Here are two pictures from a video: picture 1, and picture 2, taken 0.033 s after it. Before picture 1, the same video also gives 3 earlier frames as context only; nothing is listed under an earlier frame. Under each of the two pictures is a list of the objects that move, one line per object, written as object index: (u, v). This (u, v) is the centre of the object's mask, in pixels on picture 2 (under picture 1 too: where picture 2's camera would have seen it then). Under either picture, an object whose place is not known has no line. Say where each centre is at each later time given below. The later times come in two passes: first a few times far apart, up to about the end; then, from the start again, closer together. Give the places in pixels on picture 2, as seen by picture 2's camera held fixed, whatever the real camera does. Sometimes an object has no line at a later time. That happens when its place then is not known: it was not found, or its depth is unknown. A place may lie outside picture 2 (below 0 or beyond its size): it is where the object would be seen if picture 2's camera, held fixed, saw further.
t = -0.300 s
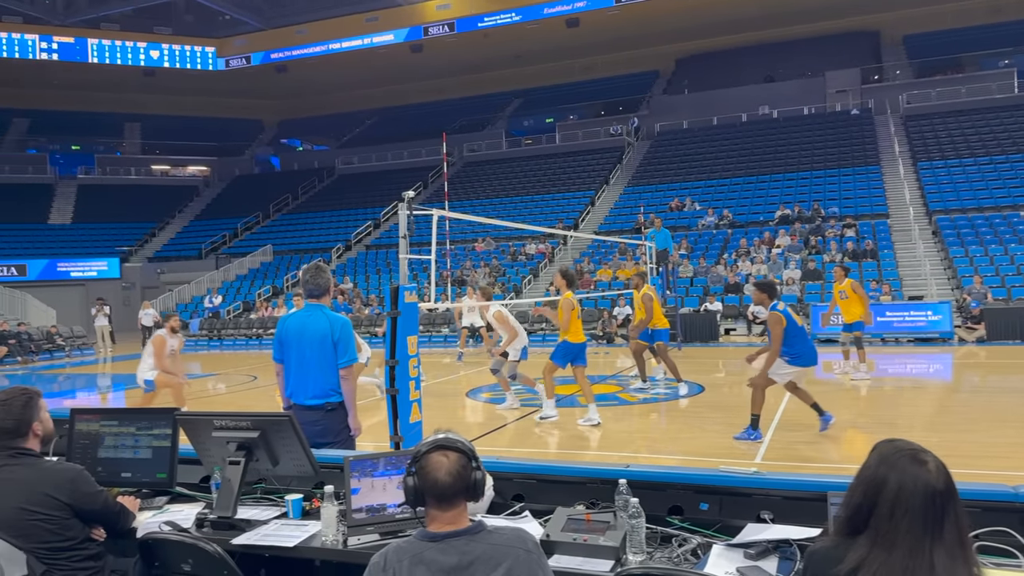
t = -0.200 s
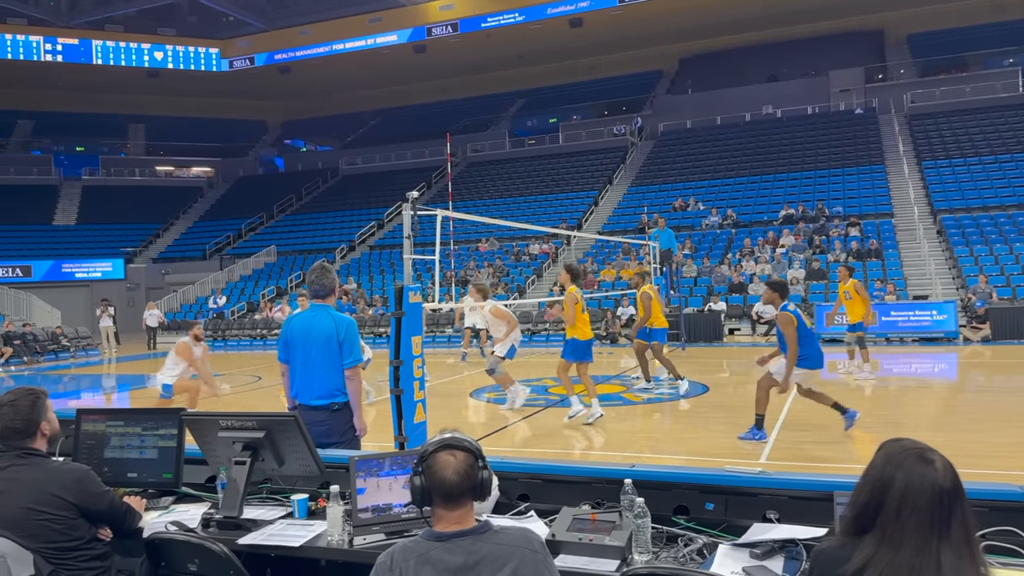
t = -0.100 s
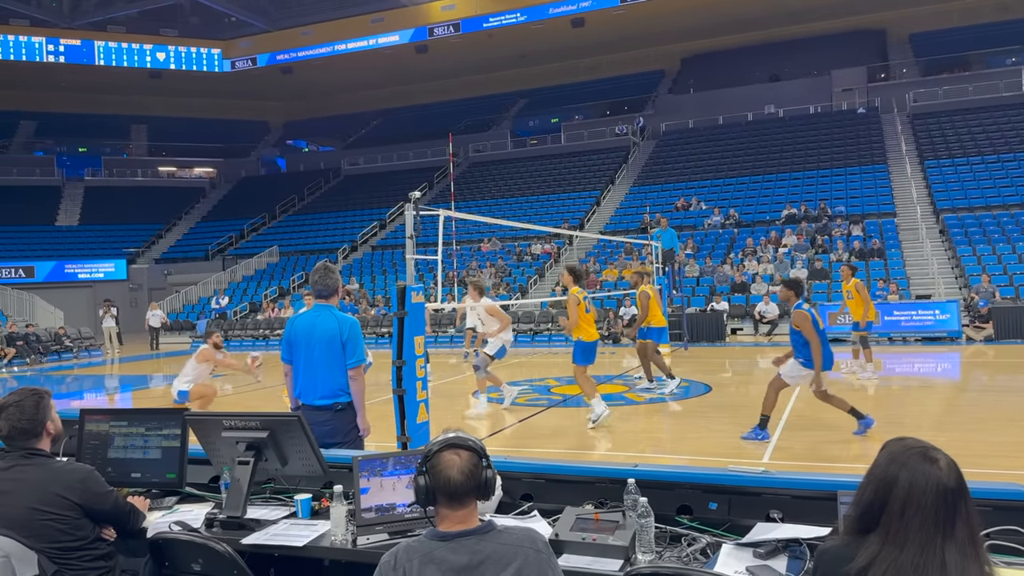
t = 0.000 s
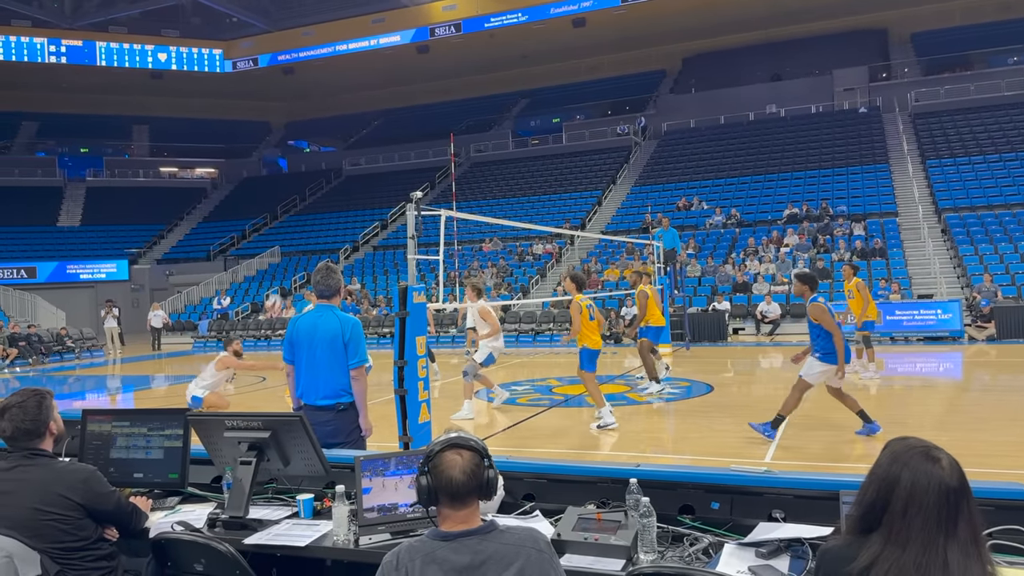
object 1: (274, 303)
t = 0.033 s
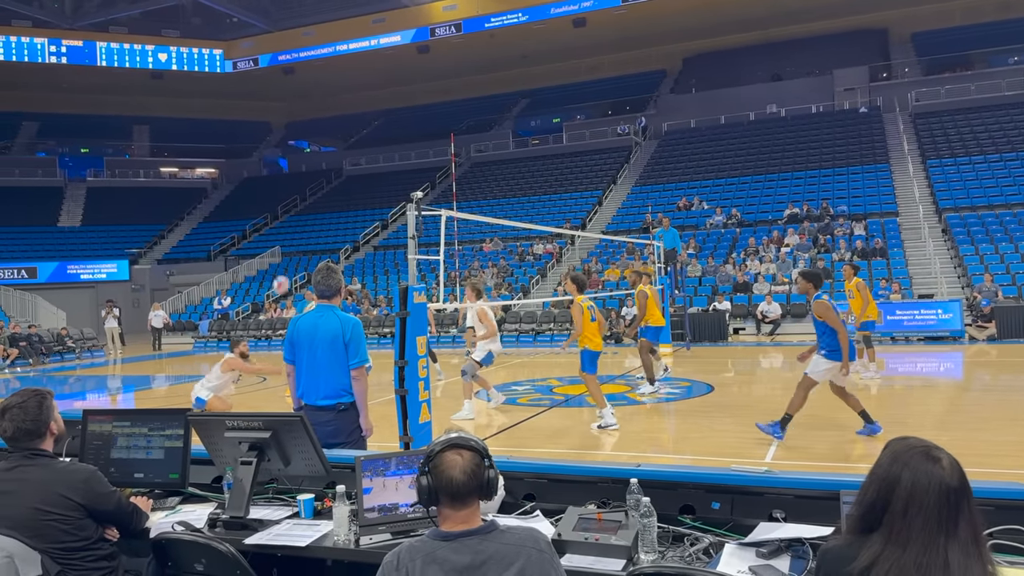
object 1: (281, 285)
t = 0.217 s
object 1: (311, 203)
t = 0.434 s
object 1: (343, 144)
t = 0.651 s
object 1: (371, 122)
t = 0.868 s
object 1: (398, 132)
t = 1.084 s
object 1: (425, 170)
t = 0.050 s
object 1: (284, 276)
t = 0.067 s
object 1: (286, 267)
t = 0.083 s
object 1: (290, 259)
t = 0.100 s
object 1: (292, 252)
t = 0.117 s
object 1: (295, 244)
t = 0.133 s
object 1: (298, 237)
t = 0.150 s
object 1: (301, 229)
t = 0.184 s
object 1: (306, 216)
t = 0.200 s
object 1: (309, 210)
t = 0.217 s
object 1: (311, 203)
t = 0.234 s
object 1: (314, 197)
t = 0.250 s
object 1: (316, 192)
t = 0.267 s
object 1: (319, 186)
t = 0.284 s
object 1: (321, 181)
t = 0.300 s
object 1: (324, 176)
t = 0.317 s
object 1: (326, 171)
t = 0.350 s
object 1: (331, 163)
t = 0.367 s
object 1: (334, 159)
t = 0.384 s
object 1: (336, 155)
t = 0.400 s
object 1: (338, 151)
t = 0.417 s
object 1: (341, 148)
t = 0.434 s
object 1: (343, 144)
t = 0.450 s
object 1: (345, 142)
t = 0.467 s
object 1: (347, 139)
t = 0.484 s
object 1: (349, 137)
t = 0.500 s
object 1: (352, 134)
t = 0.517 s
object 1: (354, 132)
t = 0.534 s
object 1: (356, 130)
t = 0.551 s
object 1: (358, 129)
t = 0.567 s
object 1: (360, 127)
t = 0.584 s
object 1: (363, 126)
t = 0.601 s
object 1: (365, 124)
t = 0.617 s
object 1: (367, 124)
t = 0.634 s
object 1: (369, 123)
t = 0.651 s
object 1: (371, 122)
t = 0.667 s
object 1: (373, 122)
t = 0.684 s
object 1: (375, 122)
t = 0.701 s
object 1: (377, 122)
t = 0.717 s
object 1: (380, 122)
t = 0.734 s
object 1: (381, 122)
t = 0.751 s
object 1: (383, 123)
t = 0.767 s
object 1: (386, 124)
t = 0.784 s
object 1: (388, 125)
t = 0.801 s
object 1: (390, 126)
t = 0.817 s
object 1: (392, 127)
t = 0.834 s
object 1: (394, 129)
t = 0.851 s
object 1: (396, 130)
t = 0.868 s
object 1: (398, 132)
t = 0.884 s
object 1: (400, 134)
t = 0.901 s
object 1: (402, 136)
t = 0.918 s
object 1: (404, 139)
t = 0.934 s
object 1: (405, 141)
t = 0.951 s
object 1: (409, 144)
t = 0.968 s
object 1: (411, 146)
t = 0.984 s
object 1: (412, 149)
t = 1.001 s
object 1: (415, 152)
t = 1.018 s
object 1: (416, 156)
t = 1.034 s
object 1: (419, 159)
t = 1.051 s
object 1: (421, 163)
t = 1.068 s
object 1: (422, 167)
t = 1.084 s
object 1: (425, 170)
